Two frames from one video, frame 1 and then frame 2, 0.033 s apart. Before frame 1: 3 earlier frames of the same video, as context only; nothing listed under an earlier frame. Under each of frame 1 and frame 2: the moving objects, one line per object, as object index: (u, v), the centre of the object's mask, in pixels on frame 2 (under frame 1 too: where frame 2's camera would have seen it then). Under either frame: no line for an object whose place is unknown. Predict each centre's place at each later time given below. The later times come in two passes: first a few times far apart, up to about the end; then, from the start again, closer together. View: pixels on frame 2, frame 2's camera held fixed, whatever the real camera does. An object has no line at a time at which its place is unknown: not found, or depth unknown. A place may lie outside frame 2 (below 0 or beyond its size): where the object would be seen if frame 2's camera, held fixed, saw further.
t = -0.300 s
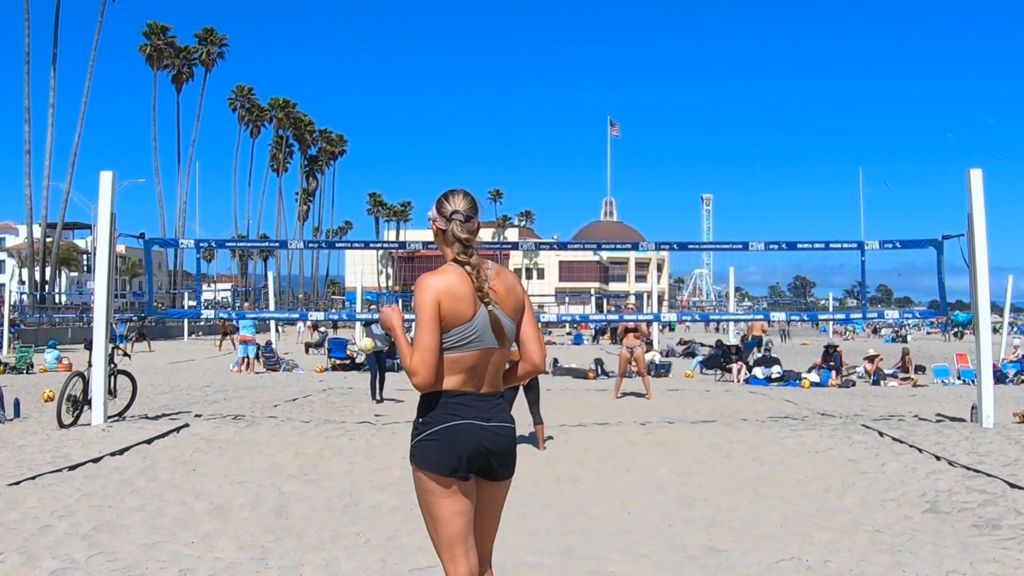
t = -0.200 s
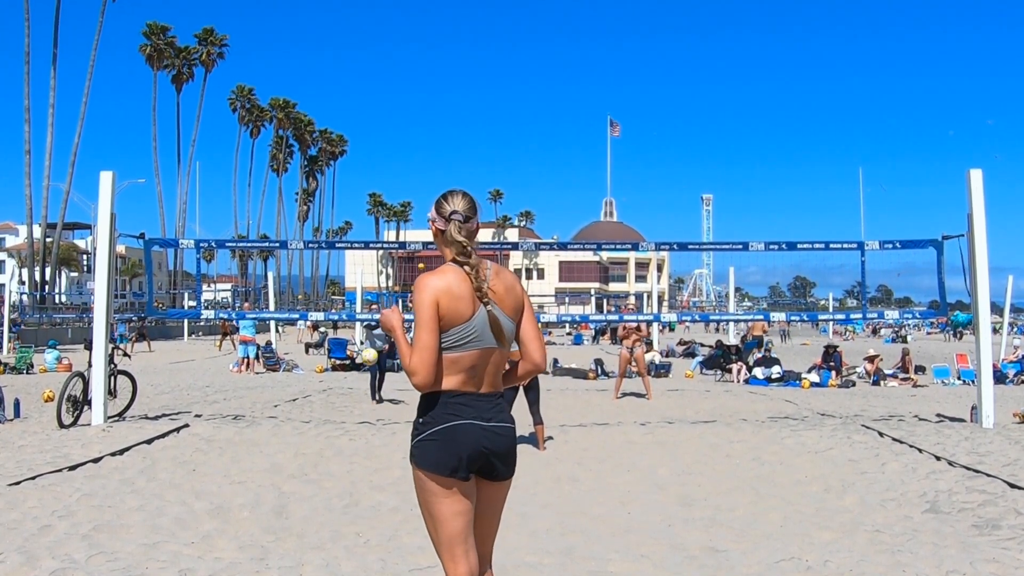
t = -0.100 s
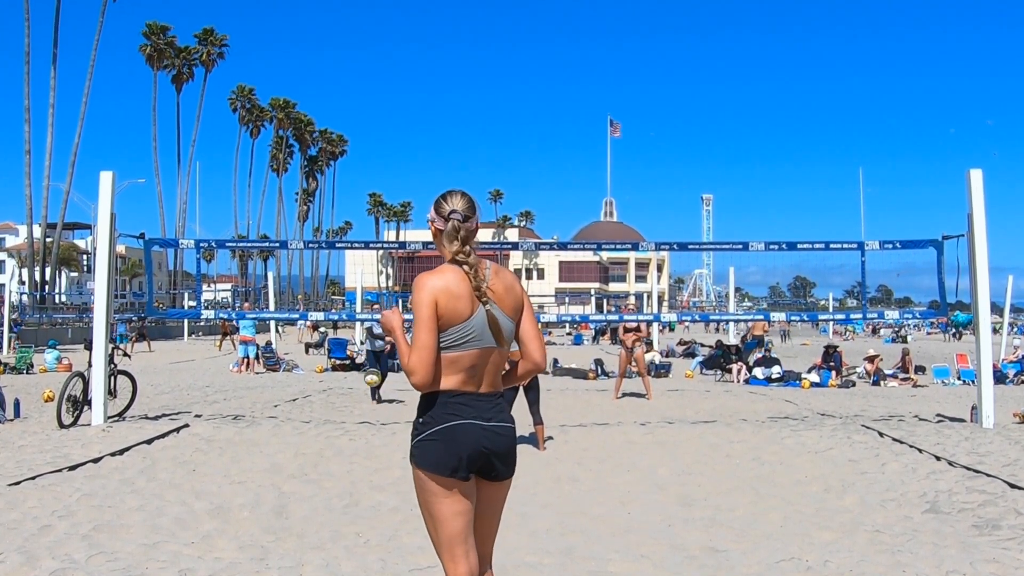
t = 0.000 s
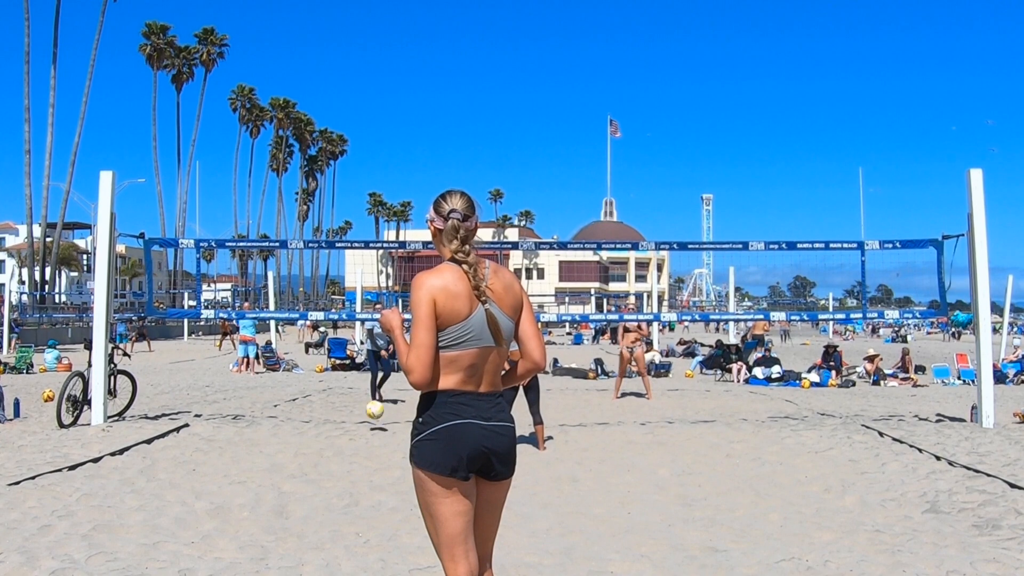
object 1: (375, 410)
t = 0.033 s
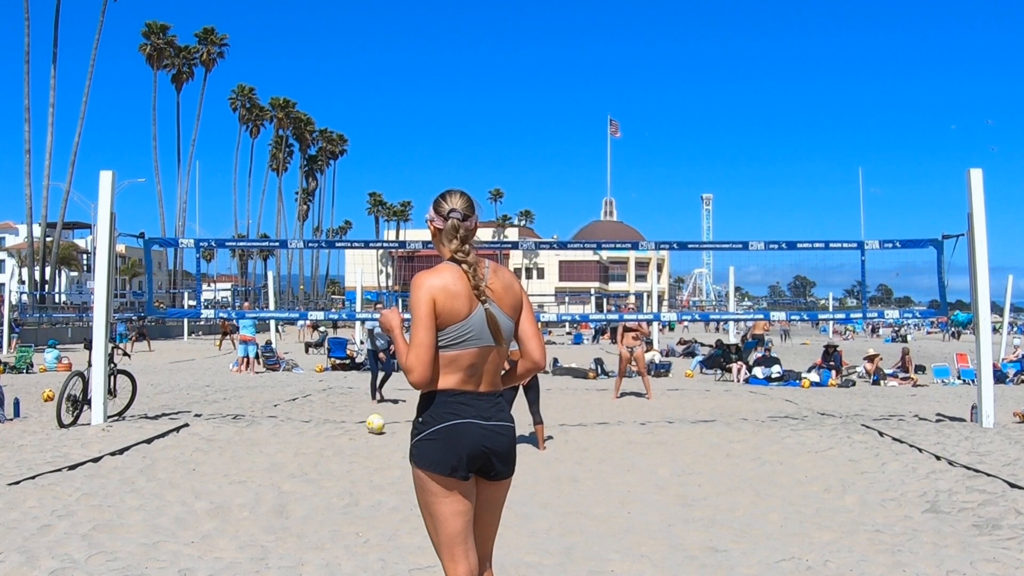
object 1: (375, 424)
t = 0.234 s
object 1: (387, 419)
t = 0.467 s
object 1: (399, 456)
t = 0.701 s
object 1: (407, 464)
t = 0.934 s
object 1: (418, 466)
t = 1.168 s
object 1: (425, 504)
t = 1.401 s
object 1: (423, 517)
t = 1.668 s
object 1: (415, 534)
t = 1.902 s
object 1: (401, 550)
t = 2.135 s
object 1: (382, 563)
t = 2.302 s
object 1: (365, 565)
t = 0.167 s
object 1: (383, 418)
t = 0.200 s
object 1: (385, 418)
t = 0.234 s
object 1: (387, 419)
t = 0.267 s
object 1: (389, 423)
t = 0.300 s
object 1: (390, 426)
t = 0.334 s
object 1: (393, 431)
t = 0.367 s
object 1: (395, 438)
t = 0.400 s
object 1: (396, 447)
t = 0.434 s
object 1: (398, 455)
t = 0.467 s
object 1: (399, 456)
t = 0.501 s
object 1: (400, 458)
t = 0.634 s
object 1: (404, 473)
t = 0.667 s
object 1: (406, 470)
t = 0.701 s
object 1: (407, 464)
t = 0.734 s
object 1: (409, 460)
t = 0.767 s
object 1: (410, 457)
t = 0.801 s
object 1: (411, 456)
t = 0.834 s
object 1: (413, 456)
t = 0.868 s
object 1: (414, 458)
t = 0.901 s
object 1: (416, 461)
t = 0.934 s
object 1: (418, 466)
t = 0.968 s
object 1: (419, 473)
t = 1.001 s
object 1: (421, 480)
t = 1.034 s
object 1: (423, 490)
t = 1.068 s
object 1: (424, 497)
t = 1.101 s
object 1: (424, 498)
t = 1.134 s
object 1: (425, 500)
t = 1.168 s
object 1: (425, 504)
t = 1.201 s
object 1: (424, 504)
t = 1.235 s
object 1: (424, 505)
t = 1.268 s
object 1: (424, 507)
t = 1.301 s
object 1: (424, 511)
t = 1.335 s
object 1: (423, 512)
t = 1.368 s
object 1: (423, 514)
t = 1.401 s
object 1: (423, 517)
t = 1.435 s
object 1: (422, 521)
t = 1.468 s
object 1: (422, 523)
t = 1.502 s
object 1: (421, 526)
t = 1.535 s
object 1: (420, 527)
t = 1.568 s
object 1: (419, 529)
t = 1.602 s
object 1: (417, 531)
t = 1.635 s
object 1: (416, 535)
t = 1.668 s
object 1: (415, 534)
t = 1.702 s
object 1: (413, 534)
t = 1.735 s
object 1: (412, 537)
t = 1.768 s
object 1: (410, 541)
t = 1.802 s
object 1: (408, 547)
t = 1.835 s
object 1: (406, 548)
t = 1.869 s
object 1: (404, 549)
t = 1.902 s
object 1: (401, 550)
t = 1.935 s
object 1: (399, 552)
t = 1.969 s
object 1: (396, 555)
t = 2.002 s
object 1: (394, 556)
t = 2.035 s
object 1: (391, 558)
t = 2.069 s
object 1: (389, 561)
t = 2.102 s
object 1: (385, 562)
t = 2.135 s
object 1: (382, 563)
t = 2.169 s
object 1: (377, 564)
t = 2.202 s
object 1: (374, 566)
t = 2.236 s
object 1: (371, 565)
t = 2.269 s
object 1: (369, 564)
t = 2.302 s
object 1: (365, 565)
